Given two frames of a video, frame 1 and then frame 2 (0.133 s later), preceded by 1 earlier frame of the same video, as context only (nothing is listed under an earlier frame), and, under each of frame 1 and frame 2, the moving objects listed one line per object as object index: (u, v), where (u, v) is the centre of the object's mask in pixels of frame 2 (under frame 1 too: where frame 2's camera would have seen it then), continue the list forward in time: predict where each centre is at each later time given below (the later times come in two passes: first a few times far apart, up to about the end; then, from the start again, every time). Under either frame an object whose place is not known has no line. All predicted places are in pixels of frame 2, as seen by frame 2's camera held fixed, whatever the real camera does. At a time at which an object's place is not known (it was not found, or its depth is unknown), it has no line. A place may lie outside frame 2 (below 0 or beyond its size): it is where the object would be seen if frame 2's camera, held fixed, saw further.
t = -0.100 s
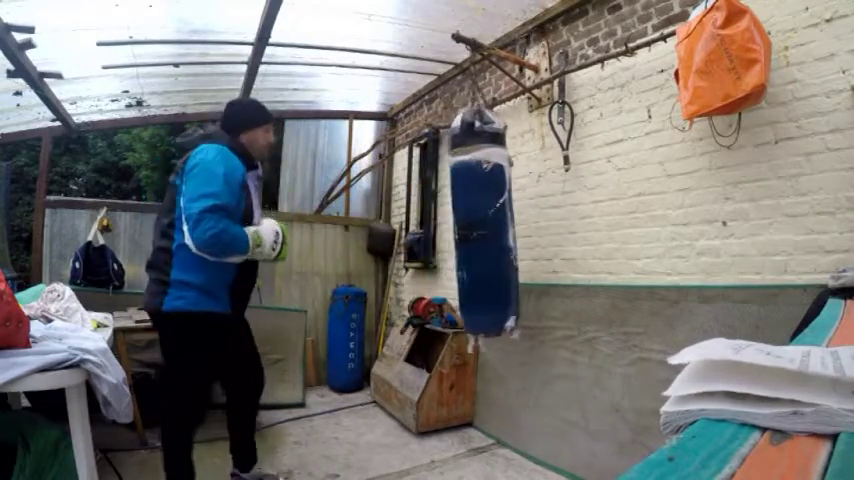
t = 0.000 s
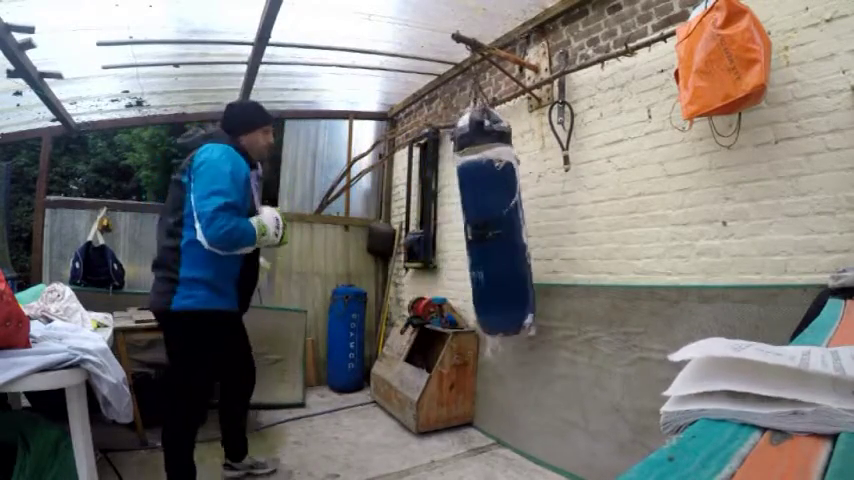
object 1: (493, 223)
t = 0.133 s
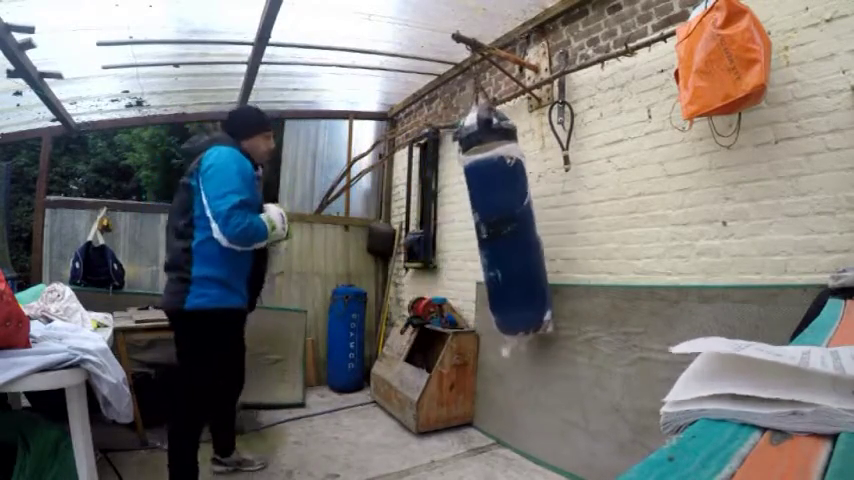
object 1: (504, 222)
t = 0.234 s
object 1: (509, 221)
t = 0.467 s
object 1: (508, 223)
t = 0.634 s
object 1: (496, 226)
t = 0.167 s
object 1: (506, 222)
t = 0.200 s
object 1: (508, 222)
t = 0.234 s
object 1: (509, 221)
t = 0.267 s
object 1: (510, 222)
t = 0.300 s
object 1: (511, 222)
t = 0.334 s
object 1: (511, 222)
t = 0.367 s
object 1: (511, 222)
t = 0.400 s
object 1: (511, 223)
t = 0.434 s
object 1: (510, 223)
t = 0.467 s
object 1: (508, 223)
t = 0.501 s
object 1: (507, 224)
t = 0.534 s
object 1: (505, 225)
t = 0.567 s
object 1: (502, 226)
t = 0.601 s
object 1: (499, 226)
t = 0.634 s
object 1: (496, 226)
